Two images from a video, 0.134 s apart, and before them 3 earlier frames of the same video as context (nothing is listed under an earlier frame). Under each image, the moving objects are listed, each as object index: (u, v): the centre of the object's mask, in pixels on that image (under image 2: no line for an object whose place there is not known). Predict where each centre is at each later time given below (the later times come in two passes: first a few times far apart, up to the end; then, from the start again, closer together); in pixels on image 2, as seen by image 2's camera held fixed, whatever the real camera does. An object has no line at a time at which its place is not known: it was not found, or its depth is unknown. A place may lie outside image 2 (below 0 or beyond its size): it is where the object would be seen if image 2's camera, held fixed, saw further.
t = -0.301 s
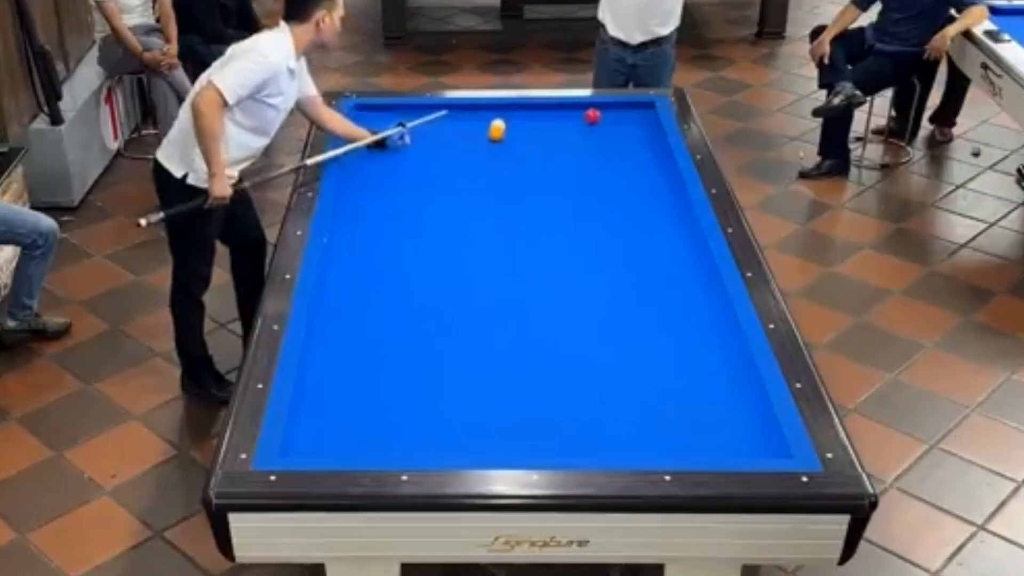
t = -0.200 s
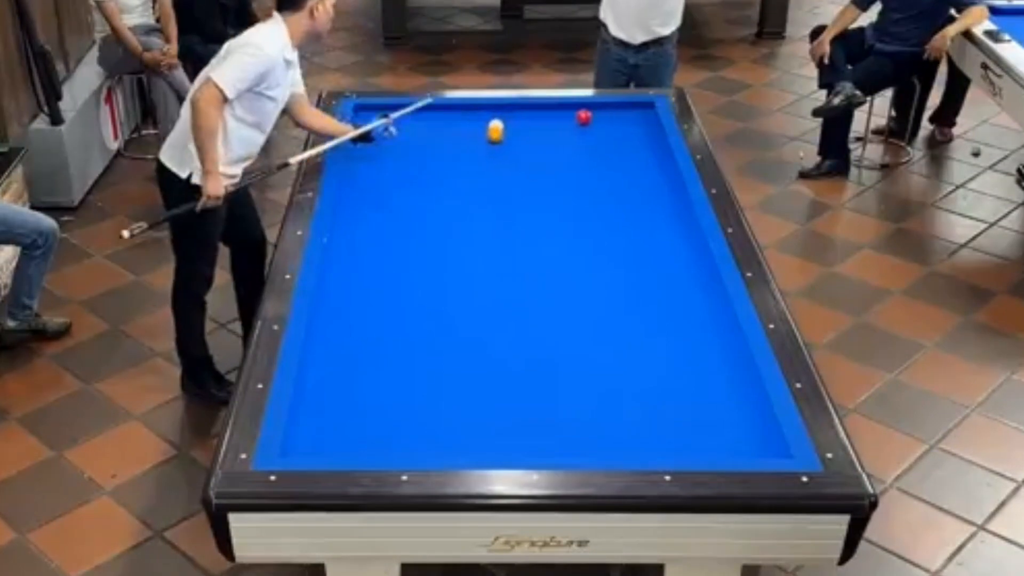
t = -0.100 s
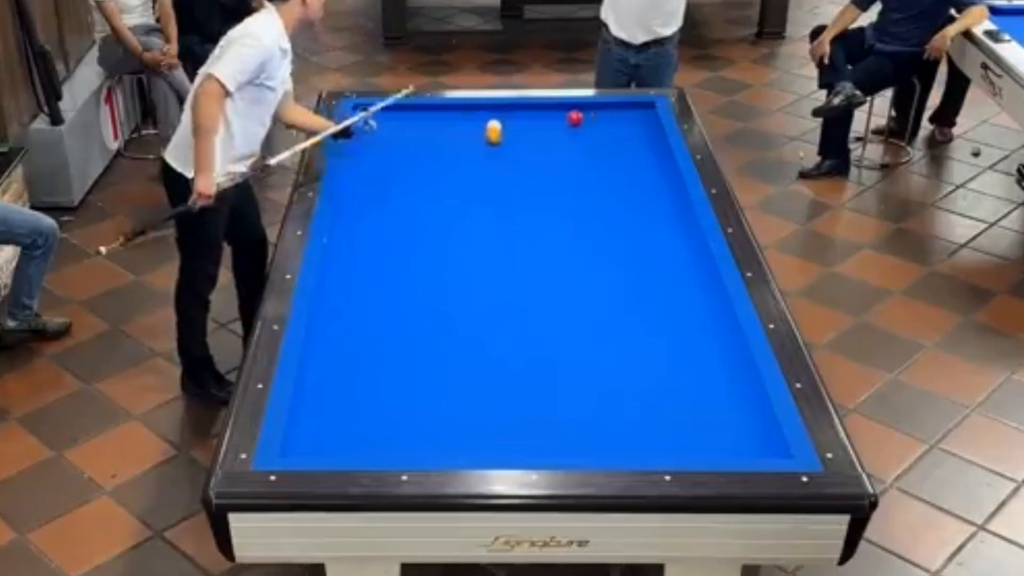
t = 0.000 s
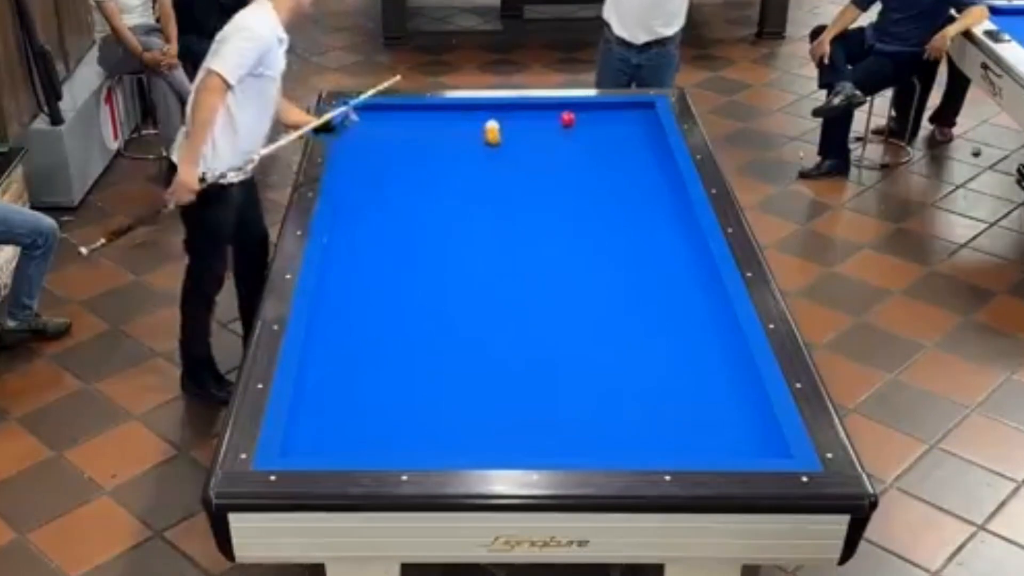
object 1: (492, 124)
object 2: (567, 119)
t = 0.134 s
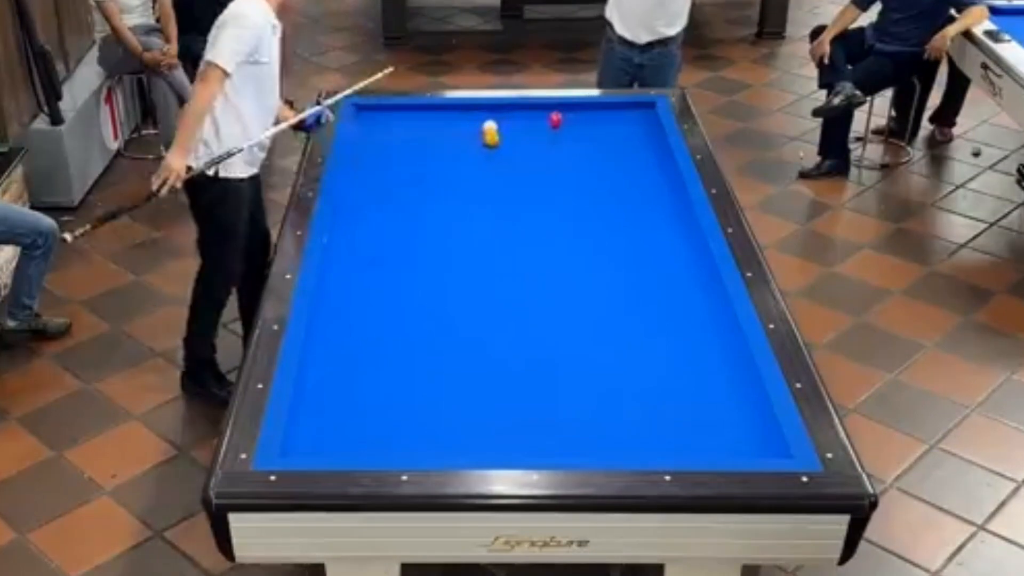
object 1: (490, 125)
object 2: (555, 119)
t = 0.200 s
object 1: (489, 125)
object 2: (550, 121)
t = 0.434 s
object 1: (485, 127)
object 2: (531, 123)
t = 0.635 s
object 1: (482, 128)
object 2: (516, 124)
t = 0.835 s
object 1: (481, 129)
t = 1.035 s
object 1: (473, 130)
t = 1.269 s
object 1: (463, 131)
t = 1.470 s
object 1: (454, 133)
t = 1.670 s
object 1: (446, 134)
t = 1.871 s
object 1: (438, 135)
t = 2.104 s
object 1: (429, 136)
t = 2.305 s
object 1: (423, 137)
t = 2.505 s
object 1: (417, 139)
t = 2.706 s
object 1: (411, 140)
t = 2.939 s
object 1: (405, 140)
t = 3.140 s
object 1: (400, 142)
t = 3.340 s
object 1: (395, 143)
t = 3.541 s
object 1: (391, 143)
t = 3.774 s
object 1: (387, 144)
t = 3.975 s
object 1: (384, 144)
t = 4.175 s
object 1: (381, 145)
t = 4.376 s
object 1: (379, 145)
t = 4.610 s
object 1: (378, 146)
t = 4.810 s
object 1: (377, 146)
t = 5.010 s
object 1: (376, 146)
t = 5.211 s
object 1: (376, 146)
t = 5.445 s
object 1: (376, 146)
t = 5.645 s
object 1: (376, 146)
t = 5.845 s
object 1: (376, 146)
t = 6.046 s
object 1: (376, 146)
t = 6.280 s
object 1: (376, 146)
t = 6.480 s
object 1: (376, 146)
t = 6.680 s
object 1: (376, 146)
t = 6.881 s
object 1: (376, 146)
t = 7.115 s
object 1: (376, 146)
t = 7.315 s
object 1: (376, 146)
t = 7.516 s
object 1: (376, 146)
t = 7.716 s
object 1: (376, 146)
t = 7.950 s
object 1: (376, 146)
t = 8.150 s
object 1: (376, 146)
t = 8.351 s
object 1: (376, 146)
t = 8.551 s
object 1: (376, 146)
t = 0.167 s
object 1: (490, 125)
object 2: (552, 120)
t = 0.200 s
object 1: (489, 125)
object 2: (550, 121)
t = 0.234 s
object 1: (488, 126)
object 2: (547, 121)
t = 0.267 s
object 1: (487, 126)
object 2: (544, 121)
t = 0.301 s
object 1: (486, 127)
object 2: (542, 122)
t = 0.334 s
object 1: (486, 127)
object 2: (539, 122)
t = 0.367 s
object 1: (486, 127)
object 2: (536, 122)
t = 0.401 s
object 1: (485, 127)
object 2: (534, 123)
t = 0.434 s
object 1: (485, 127)
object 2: (531, 123)
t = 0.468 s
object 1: (484, 128)
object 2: (528, 123)
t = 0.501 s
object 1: (484, 128)
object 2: (526, 123)
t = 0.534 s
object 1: (484, 128)
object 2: (523, 123)
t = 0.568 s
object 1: (483, 128)
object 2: (520, 124)
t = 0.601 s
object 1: (483, 128)
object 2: (518, 124)
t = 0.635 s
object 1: (482, 128)
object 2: (516, 124)
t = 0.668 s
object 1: (482, 128)
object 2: (514, 125)
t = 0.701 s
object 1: (482, 128)
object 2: (510, 125)
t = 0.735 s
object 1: (481, 128)
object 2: (508, 125)
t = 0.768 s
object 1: (481, 129)
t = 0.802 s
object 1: (481, 129)
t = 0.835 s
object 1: (481, 129)
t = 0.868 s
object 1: (481, 129)
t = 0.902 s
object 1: (480, 129)
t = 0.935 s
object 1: (478, 129)
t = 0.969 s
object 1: (476, 130)
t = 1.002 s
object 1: (475, 130)
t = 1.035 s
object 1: (473, 130)
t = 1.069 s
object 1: (472, 130)
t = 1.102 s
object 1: (470, 130)
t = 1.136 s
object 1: (468, 130)
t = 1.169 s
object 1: (467, 130)
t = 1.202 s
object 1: (466, 130)
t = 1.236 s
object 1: (464, 131)
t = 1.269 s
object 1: (463, 131)
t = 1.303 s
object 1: (461, 131)
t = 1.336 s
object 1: (460, 131)
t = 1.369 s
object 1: (458, 132)
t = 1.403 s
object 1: (457, 132)
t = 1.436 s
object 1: (456, 132)
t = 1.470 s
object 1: (454, 133)
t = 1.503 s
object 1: (453, 133)
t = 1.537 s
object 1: (452, 133)
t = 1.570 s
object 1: (450, 133)
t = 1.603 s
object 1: (449, 133)
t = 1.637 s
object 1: (447, 134)
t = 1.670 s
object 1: (446, 134)
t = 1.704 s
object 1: (444, 134)
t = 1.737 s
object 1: (443, 134)
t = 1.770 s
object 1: (442, 135)
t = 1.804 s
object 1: (440, 135)
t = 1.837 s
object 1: (439, 135)
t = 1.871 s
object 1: (438, 135)
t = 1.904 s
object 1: (437, 135)
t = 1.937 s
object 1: (436, 135)
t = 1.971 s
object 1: (435, 136)
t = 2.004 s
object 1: (433, 136)
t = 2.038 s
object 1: (432, 136)
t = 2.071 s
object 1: (431, 136)
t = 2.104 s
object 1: (429, 136)
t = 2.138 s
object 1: (428, 136)
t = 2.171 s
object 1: (427, 137)
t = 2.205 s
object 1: (426, 137)
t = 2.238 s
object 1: (425, 137)
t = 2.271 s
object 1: (424, 137)
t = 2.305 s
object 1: (423, 137)
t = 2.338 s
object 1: (422, 138)
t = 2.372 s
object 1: (421, 138)
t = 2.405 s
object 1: (420, 138)
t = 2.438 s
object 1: (419, 138)
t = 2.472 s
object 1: (418, 139)
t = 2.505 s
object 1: (417, 139)
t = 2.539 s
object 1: (416, 139)
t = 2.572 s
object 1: (414, 139)
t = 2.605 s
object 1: (414, 139)
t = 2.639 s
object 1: (413, 139)
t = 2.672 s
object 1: (412, 140)
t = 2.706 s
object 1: (411, 140)
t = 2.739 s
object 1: (410, 140)
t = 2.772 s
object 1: (409, 140)
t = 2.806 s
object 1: (408, 140)
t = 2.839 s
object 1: (407, 140)
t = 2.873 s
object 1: (406, 140)
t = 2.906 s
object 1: (405, 140)
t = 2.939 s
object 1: (405, 140)
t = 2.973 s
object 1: (403, 141)
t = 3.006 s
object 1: (403, 141)
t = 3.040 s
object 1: (402, 141)
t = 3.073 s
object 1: (401, 141)
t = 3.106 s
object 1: (401, 141)
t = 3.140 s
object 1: (400, 142)
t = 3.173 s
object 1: (399, 142)
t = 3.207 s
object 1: (398, 142)
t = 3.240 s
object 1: (398, 142)
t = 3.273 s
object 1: (397, 142)
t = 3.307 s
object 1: (396, 142)
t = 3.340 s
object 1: (395, 143)
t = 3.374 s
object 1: (394, 143)
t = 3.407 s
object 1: (394, 143)
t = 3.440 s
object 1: (393, 143)
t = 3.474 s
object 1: (392, 143)
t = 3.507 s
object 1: (392, 143)
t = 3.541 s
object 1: (391, 143)
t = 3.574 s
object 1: (391, 143)
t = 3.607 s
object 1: (390, 143)
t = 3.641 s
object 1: (389, 143)
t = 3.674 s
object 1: (389, 143)
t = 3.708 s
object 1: (388, 144)
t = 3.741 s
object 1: (387, 144)
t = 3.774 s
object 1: (387, 144)
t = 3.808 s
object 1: (387, 144)
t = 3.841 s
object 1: (386, 144)
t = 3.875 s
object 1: (385, 144)
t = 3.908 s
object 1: (385, 144)
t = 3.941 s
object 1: (385, 145)
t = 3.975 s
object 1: (384, 144)
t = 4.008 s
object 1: (384, 144)
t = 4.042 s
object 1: (383, 145)
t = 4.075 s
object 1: (383, 145)
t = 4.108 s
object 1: (383, 145)
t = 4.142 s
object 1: (382, 145)
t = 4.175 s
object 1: (381, 145)
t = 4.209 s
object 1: (381, 145)
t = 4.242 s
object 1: (381, 145)
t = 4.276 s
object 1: (381, 145)
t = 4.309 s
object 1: (380, 145)
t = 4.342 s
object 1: (380, 145)
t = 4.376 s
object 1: (379, 145)
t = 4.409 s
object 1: (380, 145)
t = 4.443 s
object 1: (380, 146)
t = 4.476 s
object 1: (378, 145)
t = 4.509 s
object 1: (378, 145)
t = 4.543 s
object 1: (378, 146)
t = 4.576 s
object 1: (378, 146)
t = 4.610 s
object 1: (378, 146)
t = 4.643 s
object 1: (377, 146)
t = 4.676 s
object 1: (377, 146)
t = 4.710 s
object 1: (377, 146)
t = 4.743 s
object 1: (377, 146)
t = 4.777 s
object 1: (377, 146)
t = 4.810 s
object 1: (377, 146)
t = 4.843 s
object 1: (377, 146)
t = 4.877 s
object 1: (377, 146)
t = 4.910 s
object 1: (377, 146)
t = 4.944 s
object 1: (376, 146)
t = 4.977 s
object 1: (376, 146)
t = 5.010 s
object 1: (376, 146)
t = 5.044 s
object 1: (376, 146)
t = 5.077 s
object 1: (376, 146)
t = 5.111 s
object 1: (376, 146)
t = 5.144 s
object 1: (376, 146)
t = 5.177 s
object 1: (376, 146)
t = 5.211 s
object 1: (376, 146)
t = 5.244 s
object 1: (376, 146)
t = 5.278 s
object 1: (376, 146)
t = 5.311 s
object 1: (376, 146)
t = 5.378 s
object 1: (375, 146)
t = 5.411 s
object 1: (375, 146)
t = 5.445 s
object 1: (376, 146)
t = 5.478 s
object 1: (376, 146)
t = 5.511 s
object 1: (375, 146)
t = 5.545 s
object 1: (376, 146)
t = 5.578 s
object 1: (376, 146)
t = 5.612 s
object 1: (376, 146)
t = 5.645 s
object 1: (376, 146)
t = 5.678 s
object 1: (376, 146)
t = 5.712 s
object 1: (375, 146)
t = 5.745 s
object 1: (375, 146)
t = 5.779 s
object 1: (376, 146)
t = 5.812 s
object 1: (376, 146)
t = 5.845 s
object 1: (376, 146)
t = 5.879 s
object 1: (376, 146)
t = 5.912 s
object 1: (376, 146)
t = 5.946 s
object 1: (376, 146)
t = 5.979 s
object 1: (376, 146)
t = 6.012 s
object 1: (376, 146)
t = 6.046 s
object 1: (376, 146)
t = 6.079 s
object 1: (376, 146)
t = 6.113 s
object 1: (376, 146)
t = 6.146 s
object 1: (376, 146)
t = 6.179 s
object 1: (376, 146)
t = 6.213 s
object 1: (376, 146)
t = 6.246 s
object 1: (376, 146)
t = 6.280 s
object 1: (376, 146)
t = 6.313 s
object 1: (376, 146)
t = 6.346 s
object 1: (376, 146)
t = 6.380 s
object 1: (376, 146)
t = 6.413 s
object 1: (376, 146)
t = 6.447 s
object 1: (376, 146)
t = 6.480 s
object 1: (376, 146)
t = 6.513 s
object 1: (376, 146)
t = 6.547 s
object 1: (376, 146)
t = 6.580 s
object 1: (376, 146)
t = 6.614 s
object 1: (376, 146)
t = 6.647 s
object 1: (376, 146)
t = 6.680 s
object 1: (376, 146)
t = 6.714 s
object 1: (376, 146)
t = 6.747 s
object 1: (376, 146)
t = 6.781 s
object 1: (376, 146)
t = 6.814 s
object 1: (376, 146)
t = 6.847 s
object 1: (376, 146)
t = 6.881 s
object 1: (376, 146)
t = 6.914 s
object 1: (376, 146)
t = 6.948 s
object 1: (376, 146)
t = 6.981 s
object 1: (376, 146)
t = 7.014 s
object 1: (376, 146)
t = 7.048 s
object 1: (376, 146)
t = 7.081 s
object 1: (376, 146)
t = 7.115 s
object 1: (376, 146)
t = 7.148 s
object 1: (376, 146)
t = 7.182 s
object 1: (376, 146)
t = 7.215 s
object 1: (376, 146)
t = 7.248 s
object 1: (376, 146)
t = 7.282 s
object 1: (376, 146)
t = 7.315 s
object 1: (376, 146)
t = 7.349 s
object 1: (376, 146)
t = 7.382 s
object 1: (376, 146)
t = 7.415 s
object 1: (376, 146)
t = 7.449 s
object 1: (376, 146)
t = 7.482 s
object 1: (376, 146)
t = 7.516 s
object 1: (376, 146)
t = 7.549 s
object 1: (376, 146)
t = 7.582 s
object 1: (376, 146)
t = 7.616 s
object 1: (376, 146)
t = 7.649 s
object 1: (376, 146)
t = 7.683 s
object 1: (376, 146)
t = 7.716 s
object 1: (376, 146)
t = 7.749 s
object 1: (376, 146)
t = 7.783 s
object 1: (376, 146)
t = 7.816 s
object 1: (376, 146)
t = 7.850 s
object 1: (376, 146)
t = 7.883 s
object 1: (376, 146)
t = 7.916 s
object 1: (376, 146)
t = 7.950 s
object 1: (376, 146)
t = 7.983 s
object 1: (376, 146)
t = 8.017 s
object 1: (376, 146)
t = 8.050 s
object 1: (376, 146)
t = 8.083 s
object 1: (376, 146)
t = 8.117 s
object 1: (376, 146)
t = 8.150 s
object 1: (376, 146)
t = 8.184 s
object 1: (376, 146)
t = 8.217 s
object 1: (376, 146)
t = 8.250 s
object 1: (376, 146)
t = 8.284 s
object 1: (376, 146)
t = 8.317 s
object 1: (376, 146)
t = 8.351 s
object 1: (376, 146)
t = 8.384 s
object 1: (376, 146)
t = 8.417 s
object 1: (376, 146)
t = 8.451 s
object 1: (376, 146)
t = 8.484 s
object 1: (376, 146)
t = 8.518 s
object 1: (376, 146)
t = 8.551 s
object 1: (376, 146)
